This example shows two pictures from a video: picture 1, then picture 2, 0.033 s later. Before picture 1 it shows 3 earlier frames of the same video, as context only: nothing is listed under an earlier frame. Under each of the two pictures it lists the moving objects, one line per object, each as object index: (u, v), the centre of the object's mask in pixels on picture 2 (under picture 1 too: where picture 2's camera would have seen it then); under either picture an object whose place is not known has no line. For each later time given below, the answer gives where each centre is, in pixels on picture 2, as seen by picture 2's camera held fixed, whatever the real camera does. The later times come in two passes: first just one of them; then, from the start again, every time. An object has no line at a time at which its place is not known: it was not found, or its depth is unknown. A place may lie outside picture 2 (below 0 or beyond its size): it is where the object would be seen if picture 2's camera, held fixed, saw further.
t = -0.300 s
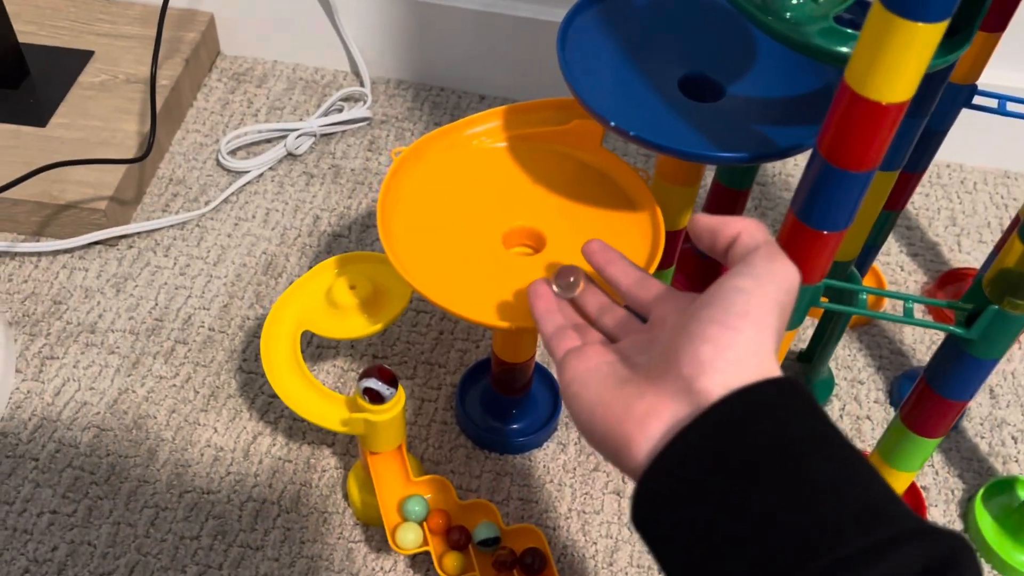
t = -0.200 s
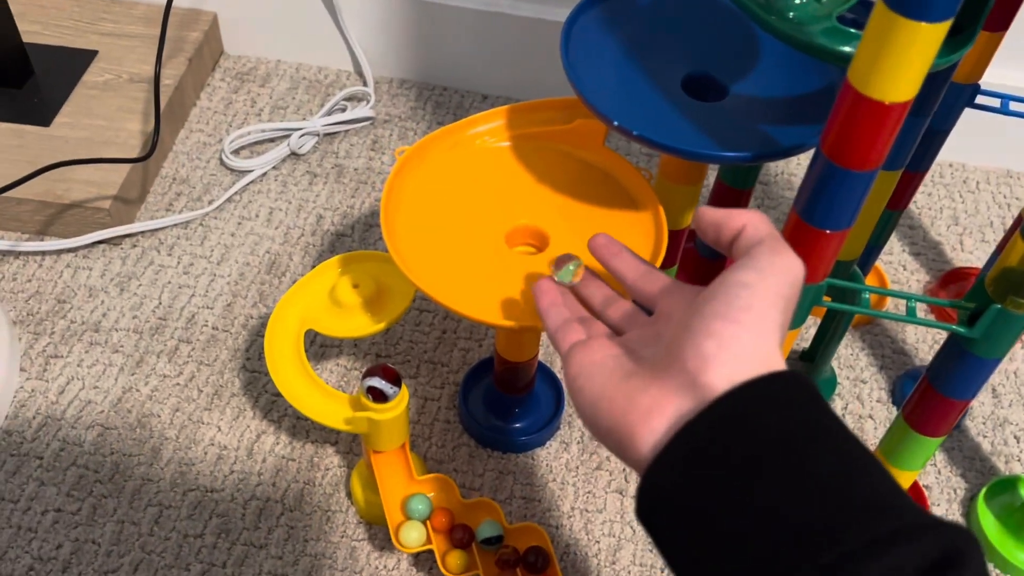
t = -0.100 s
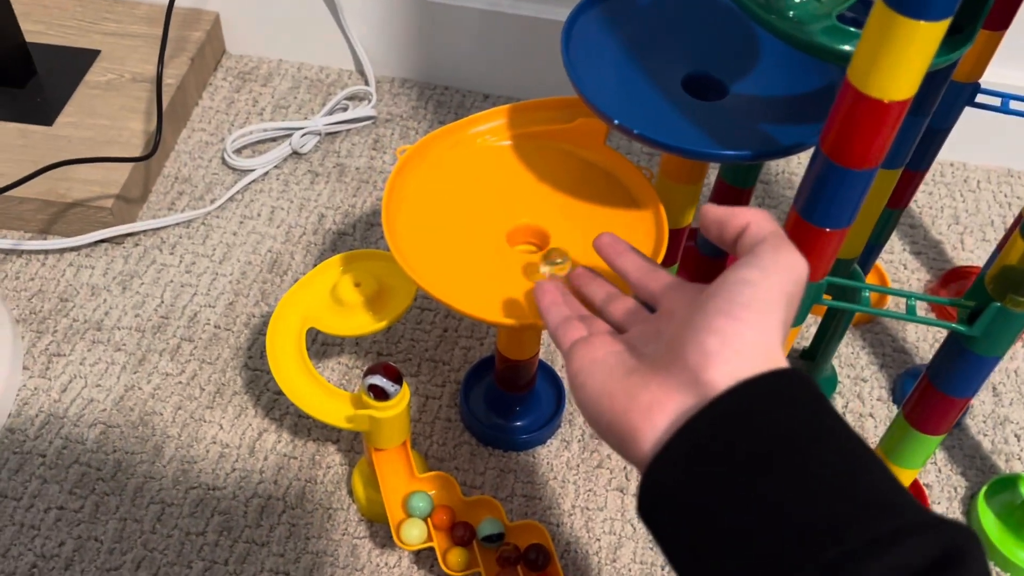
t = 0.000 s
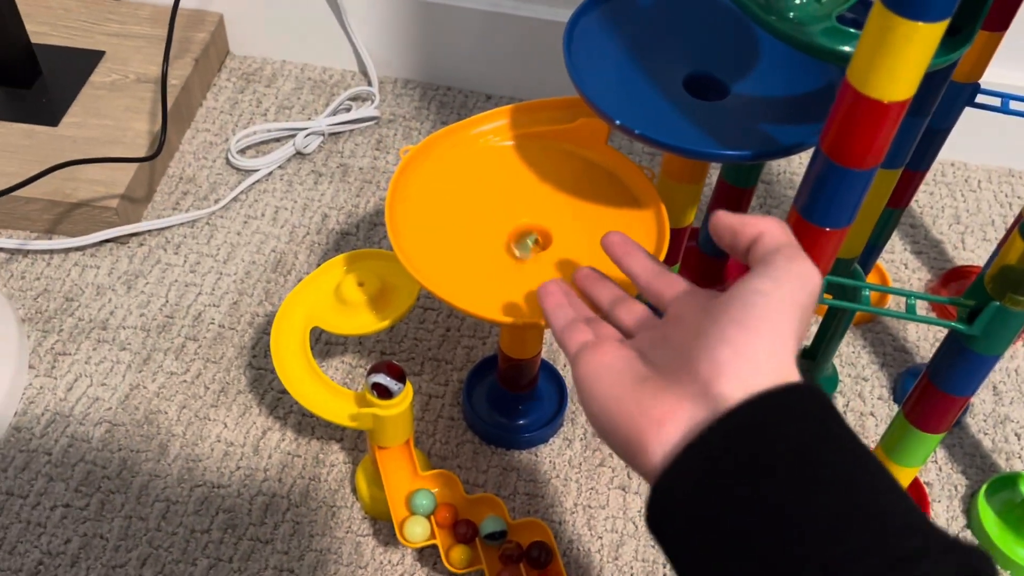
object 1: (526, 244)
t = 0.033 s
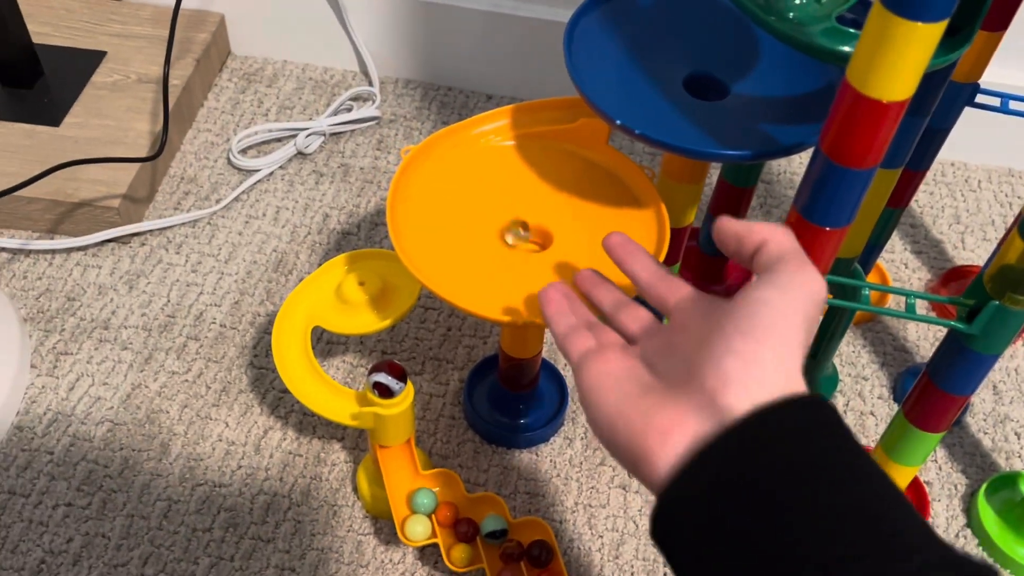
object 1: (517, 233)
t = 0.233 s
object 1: (545, 166)
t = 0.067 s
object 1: (517, 218)
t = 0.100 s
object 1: (522, 205)
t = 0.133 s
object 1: (528, 194)
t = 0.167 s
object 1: (532, 184)
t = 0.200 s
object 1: (539, 173)
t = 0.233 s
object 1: (545, 166)
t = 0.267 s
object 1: (550, 160)
